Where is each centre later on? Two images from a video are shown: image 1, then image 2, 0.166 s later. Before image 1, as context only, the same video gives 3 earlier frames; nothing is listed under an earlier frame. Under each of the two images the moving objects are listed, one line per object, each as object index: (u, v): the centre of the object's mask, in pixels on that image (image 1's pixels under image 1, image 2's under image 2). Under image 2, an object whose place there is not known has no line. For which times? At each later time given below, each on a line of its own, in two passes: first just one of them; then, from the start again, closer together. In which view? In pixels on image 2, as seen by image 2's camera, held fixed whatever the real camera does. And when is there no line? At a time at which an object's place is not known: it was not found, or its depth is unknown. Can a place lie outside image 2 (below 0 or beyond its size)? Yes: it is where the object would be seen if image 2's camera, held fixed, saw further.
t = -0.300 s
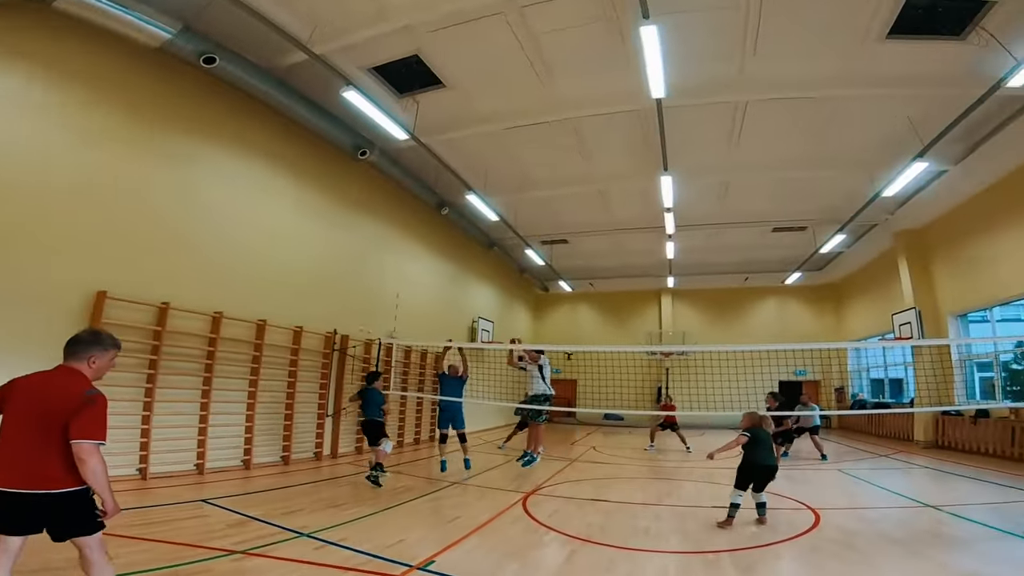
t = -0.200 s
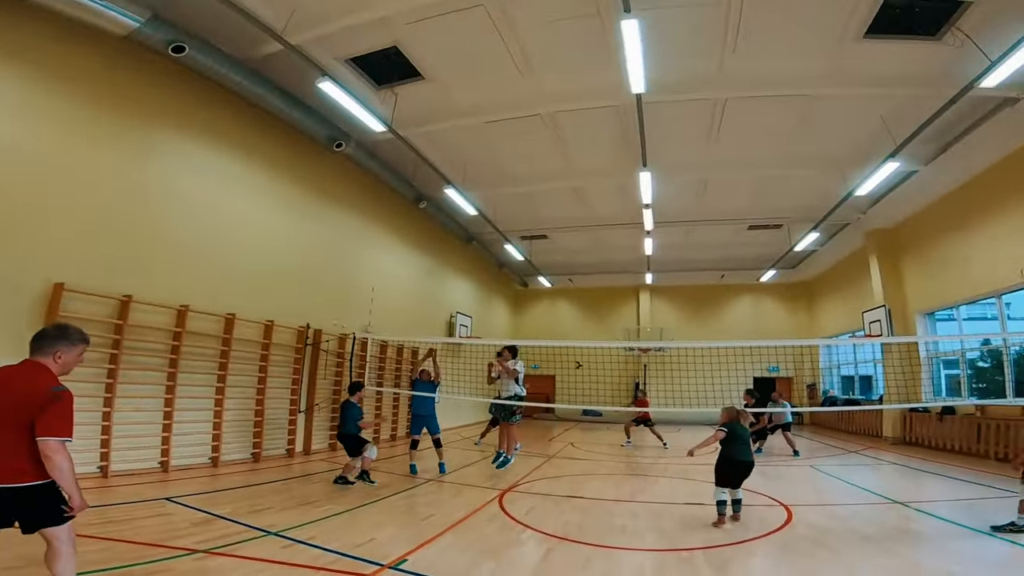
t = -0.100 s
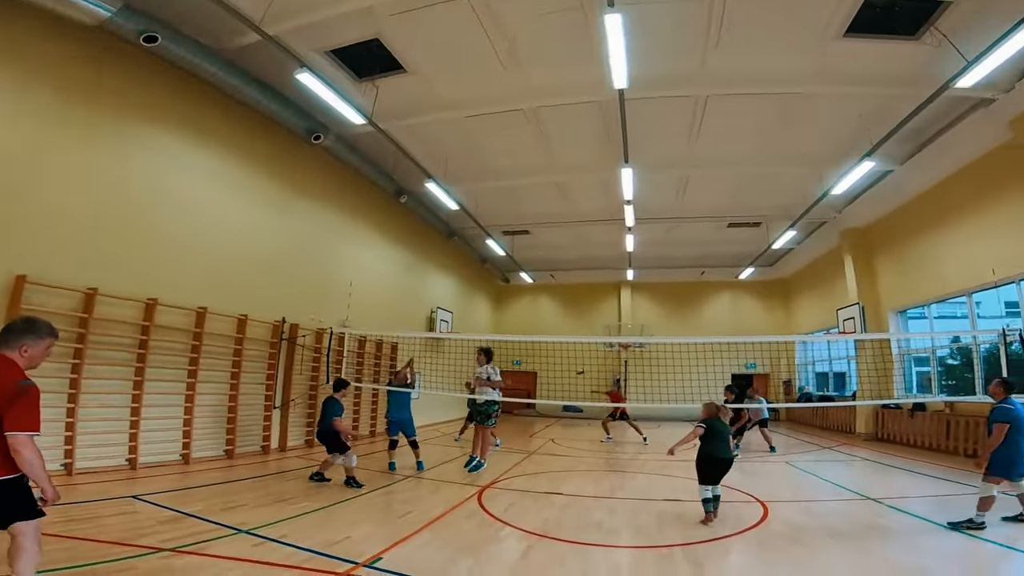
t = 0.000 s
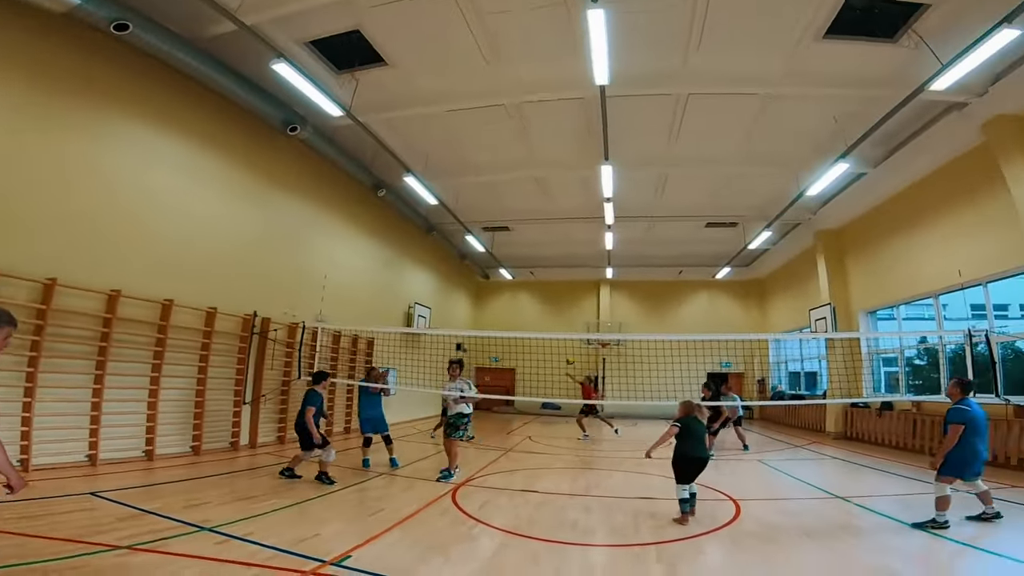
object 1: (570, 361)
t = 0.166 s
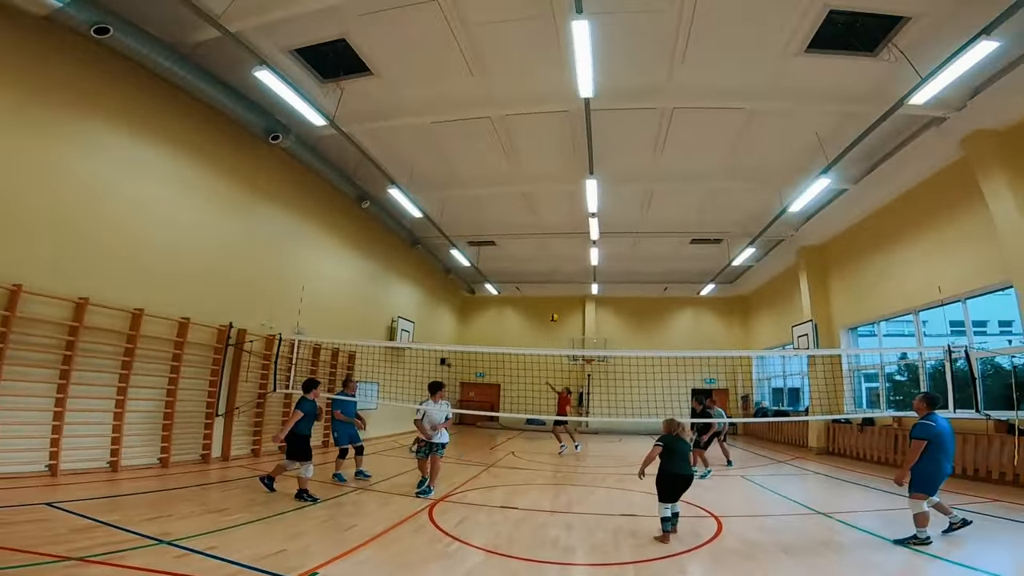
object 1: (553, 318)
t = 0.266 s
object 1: (552, 285)
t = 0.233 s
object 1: (553, 294)
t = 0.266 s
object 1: (552, 285)
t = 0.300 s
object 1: (552, 273)
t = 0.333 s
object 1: (551, 261)
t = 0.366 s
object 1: (551, 253)
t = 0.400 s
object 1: (550, 243)
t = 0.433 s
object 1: (550, 233)
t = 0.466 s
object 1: (550, 225)
